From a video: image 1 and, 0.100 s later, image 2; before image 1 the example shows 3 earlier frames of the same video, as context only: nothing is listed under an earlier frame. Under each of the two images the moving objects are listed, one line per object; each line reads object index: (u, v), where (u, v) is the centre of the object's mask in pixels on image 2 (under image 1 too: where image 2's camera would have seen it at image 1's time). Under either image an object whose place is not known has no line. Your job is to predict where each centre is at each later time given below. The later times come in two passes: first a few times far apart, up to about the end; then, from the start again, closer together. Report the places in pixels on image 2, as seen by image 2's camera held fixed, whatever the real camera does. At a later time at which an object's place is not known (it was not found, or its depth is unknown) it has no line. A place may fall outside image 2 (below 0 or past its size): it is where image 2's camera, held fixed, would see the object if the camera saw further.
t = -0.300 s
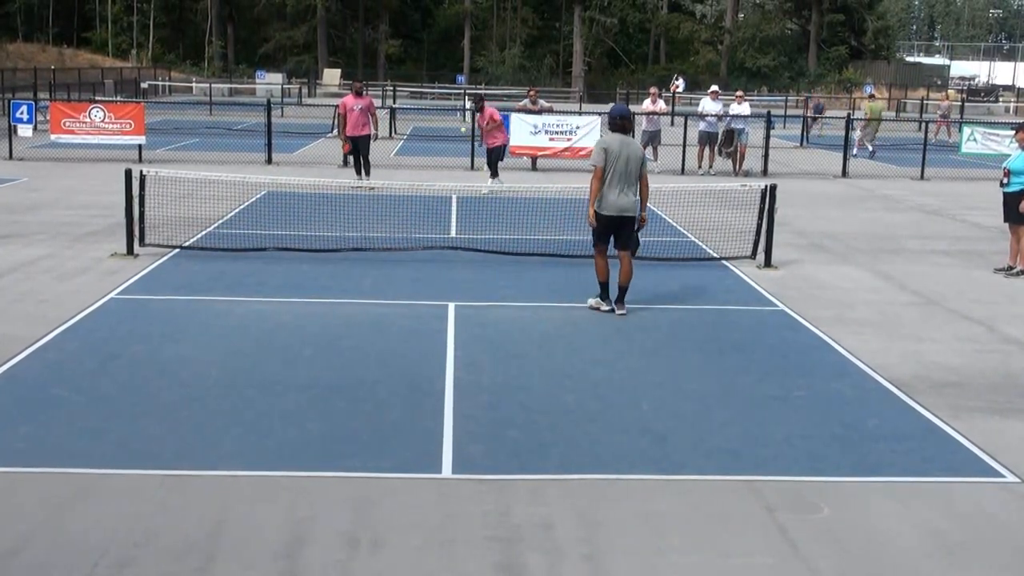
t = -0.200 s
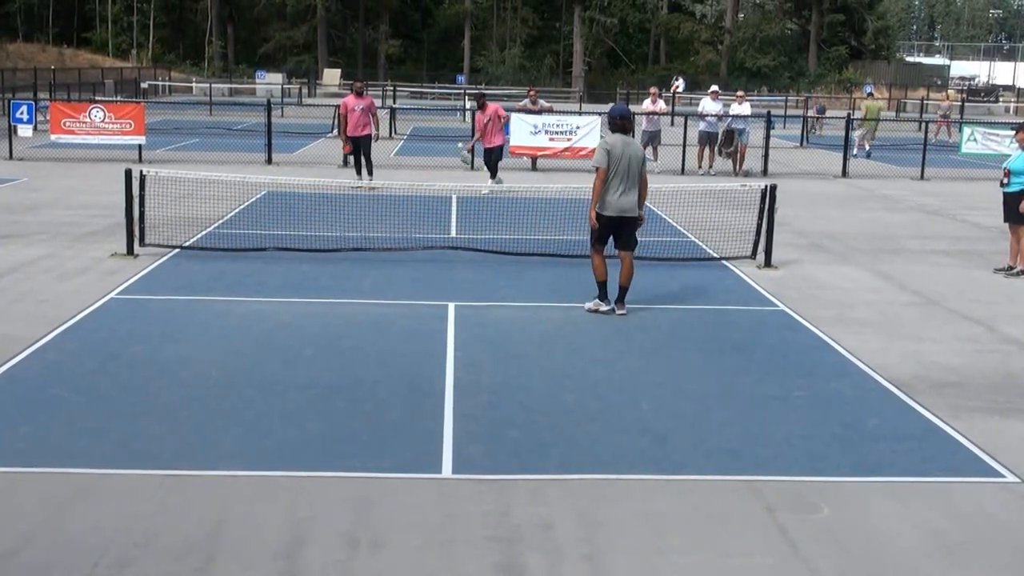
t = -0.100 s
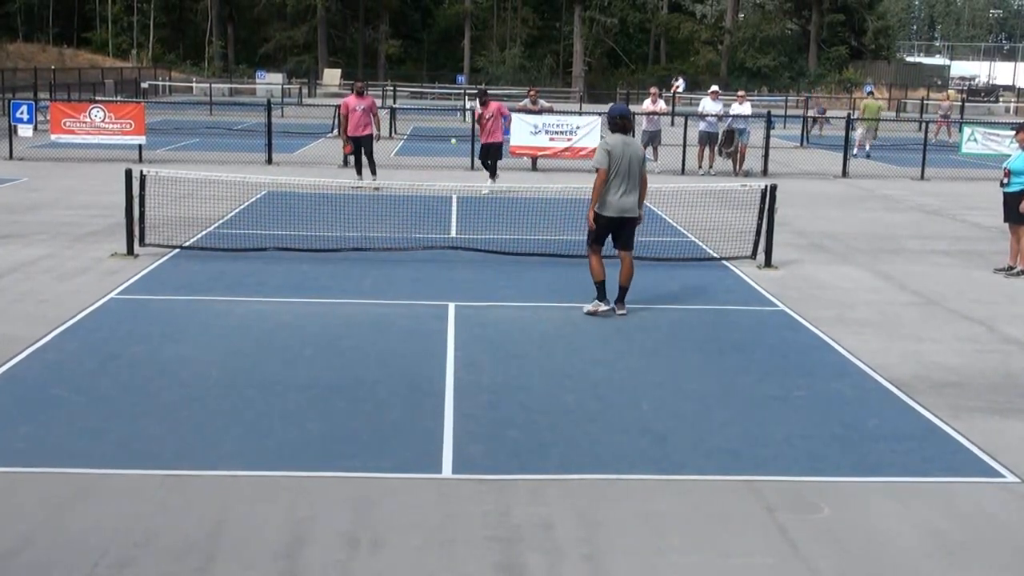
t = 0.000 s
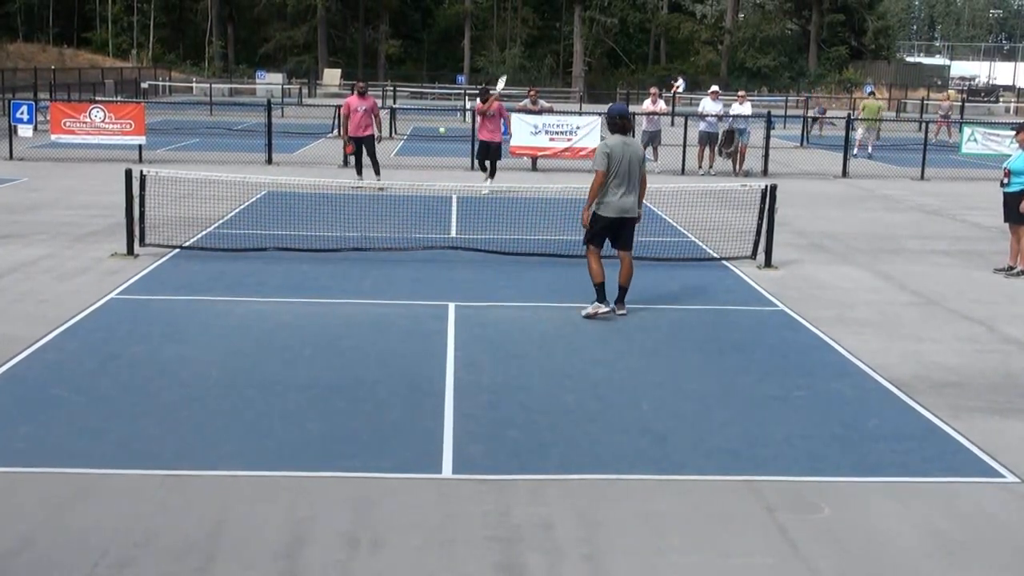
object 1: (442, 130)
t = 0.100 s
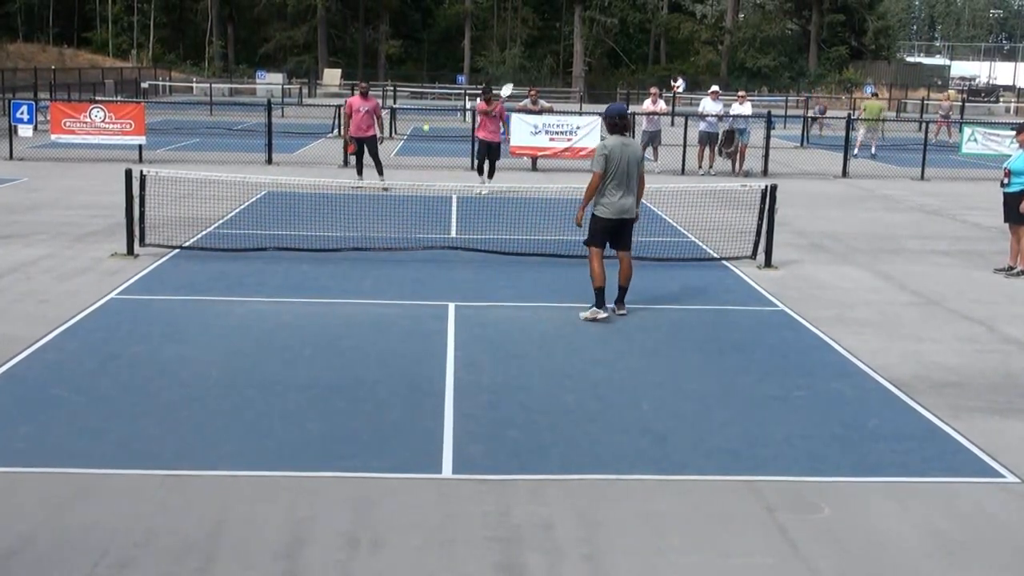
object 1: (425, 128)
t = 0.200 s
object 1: (406, 137)
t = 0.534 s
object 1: (307, 291)
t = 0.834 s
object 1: (191, 322)
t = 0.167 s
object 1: (413, 133)
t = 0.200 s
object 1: (406, 137)
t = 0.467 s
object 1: (332, 242)
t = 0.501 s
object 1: (320, 265)
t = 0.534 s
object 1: (307, 291)
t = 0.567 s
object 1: (294, 321)
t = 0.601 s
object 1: (281, 337)
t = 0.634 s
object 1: (271, 329)
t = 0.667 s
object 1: (259, 323)
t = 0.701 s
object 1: (247, 319)
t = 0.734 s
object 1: (234, 317)
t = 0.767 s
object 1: (220, 317)
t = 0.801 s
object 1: (206, 318)
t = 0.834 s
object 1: (191, 322)
